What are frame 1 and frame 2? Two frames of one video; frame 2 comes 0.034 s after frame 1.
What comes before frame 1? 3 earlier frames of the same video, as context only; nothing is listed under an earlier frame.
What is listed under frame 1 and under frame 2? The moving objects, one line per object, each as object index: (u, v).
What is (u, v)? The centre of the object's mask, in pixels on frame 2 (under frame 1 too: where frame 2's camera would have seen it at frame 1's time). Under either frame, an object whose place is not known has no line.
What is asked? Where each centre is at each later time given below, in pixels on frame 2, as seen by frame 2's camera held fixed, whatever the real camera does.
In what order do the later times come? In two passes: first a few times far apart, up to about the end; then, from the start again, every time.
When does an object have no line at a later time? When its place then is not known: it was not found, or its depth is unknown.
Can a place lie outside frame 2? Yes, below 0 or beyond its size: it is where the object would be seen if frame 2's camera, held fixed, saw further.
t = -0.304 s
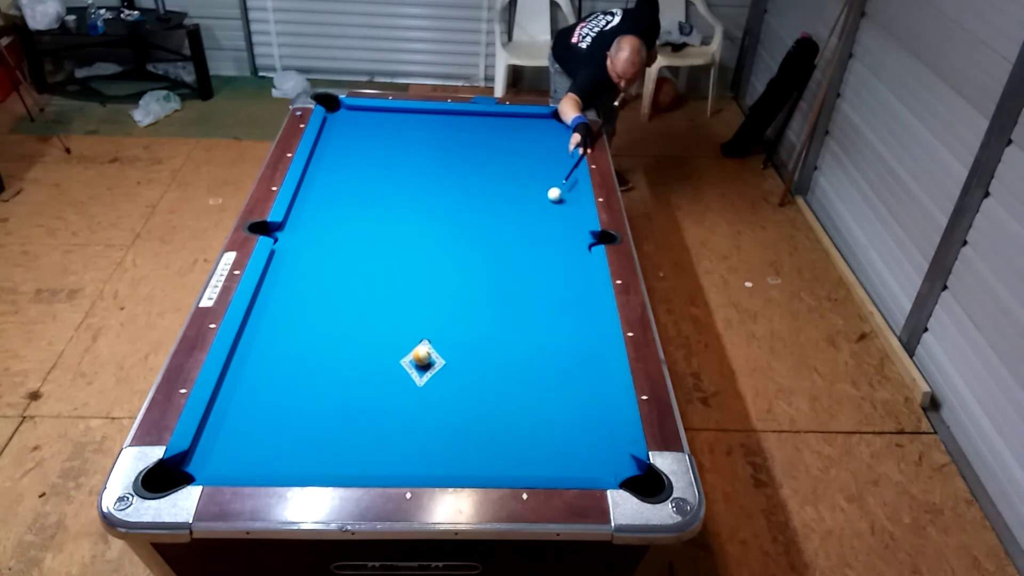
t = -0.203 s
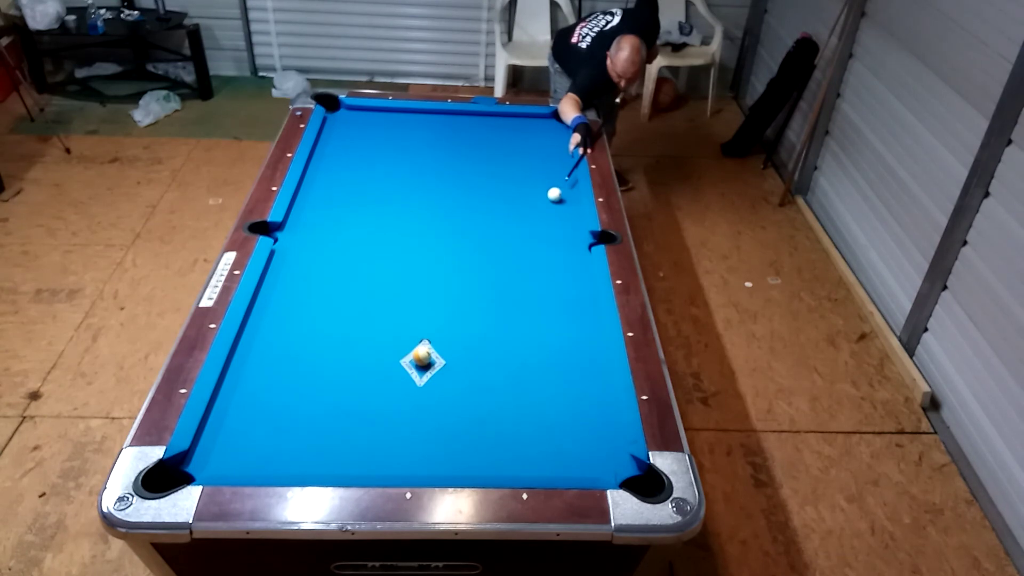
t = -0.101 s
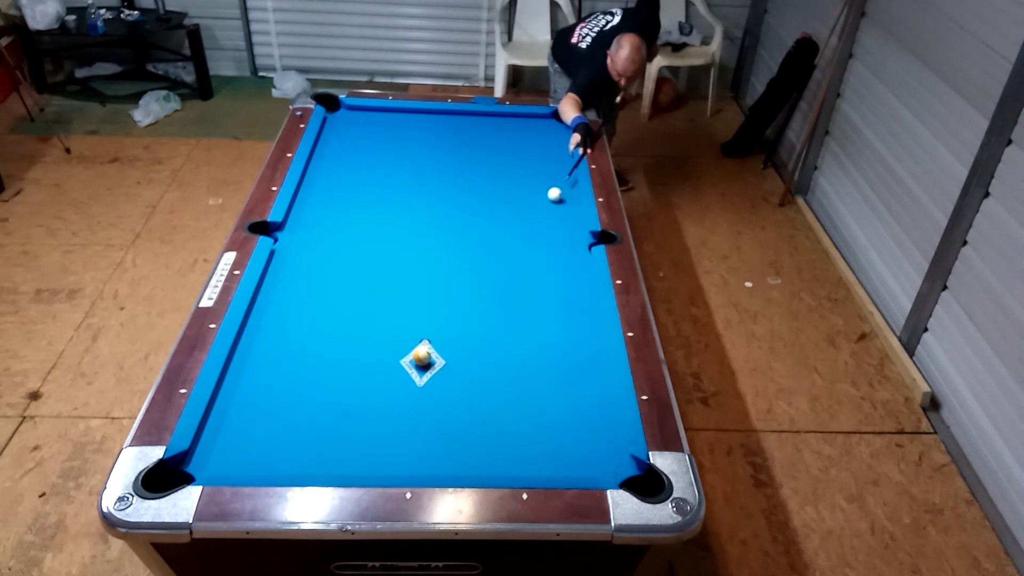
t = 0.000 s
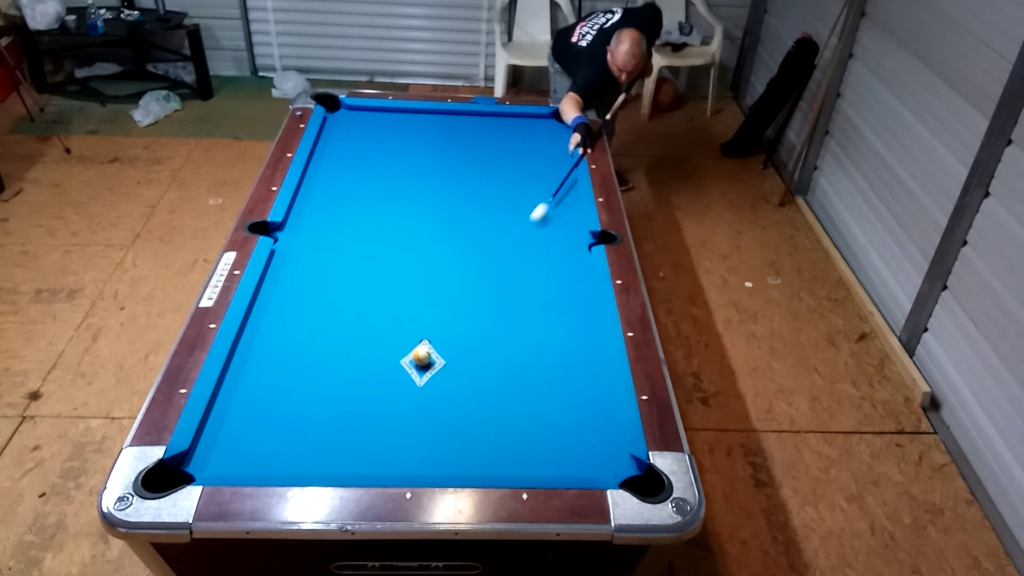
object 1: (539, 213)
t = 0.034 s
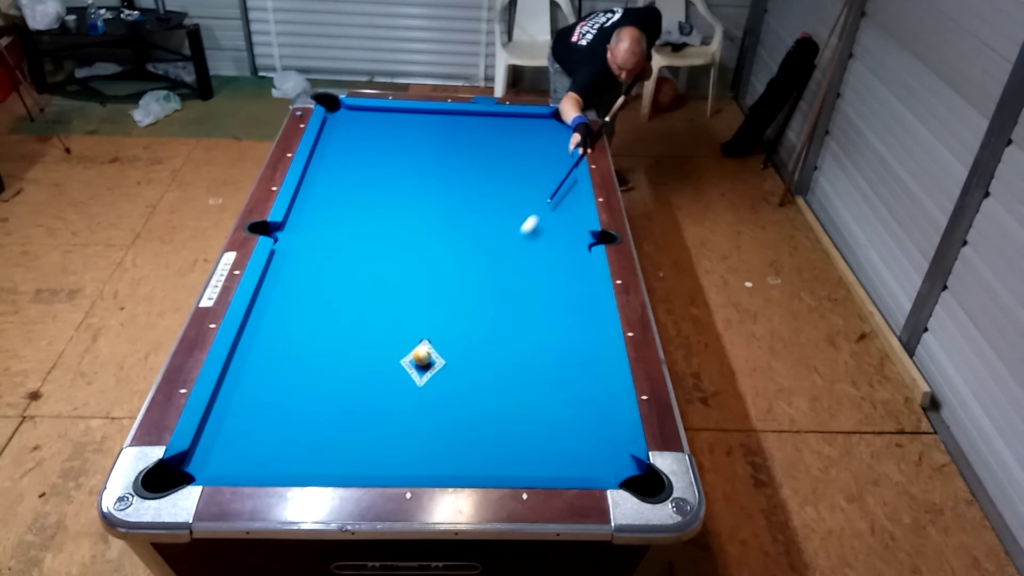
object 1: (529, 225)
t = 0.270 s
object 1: (456, 320)
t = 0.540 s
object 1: (477, 398)
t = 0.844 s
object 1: (516, 452)
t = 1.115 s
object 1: (556, 412)
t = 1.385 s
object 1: (590, 377)
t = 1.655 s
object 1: (590, 349)
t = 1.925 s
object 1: (573, 327)
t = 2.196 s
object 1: (557, 308)
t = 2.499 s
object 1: (541, 288)
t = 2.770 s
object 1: (529, 273)
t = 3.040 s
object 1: (517, 259)
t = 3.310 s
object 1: (506, 246)
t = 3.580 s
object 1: (497, 235)
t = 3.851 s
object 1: (488, 225)
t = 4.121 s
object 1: (481, 216)
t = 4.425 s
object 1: (474, 207)
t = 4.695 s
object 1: (468, 201)
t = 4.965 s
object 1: (463, 194)
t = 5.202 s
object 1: (459, 189)
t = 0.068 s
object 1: (519, 238)
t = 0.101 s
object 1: (509, 250)
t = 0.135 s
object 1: (499, 264)
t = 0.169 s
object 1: (489, 277)
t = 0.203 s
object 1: (478, 291)
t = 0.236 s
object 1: (468, 305)
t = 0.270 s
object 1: (456, 320)
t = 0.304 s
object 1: (444, 336)
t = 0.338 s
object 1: (439, 349)
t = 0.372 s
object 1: (446, 355)
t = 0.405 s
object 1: (454, 363)
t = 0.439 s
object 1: (461, 371)
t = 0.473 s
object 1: (466, 379)
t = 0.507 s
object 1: (472, 388)
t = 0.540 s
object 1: (477, 398)
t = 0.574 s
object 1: (481, 408)
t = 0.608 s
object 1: (485, 419)
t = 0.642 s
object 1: (489, 430)
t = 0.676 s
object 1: (492, 441)
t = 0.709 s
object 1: (496, 454)
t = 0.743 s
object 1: (500, 464)
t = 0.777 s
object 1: (505, 464)
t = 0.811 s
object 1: (511, 457)
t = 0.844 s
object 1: (516, 452)
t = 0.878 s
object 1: (522, 446)
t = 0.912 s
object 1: (527, 441)
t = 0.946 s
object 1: (532, 436)
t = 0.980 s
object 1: (537, 431)
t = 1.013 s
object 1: (542, 426)
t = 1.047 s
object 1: (547, 421)
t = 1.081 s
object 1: (552, 416)
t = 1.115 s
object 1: (556, 412)
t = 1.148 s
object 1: (561, 407)
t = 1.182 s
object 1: (565, 402)
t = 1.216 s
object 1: (569, 398)
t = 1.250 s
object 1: (573, 394)
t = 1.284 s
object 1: (577, 389)
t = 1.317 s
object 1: (581, 385)
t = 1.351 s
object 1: (586, 381)
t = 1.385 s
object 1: (590, 377)
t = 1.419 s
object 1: (593, 372)
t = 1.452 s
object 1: (597, 369)
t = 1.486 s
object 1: (601, 365)
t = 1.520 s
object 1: (600, 361)
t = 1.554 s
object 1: (597, 358)
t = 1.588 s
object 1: (595, 355)
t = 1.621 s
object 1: (592, 352)
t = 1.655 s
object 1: (590, 349)
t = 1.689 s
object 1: (588, 347)
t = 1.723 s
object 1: (586, 344)
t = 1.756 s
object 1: (583, 341)
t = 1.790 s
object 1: (581, 338)
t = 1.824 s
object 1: (579, 335)
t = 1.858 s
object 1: (577, 333)
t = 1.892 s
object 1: (575, 330)
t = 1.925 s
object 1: (573, 327)
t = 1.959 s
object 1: (571, 325)
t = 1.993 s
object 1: (568, 322)
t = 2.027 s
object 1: (567, 320)
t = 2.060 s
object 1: (565, 317)
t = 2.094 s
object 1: (563, 315)
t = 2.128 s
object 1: (561, 312)
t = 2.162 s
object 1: (559, 310)
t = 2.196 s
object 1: (557, 308)
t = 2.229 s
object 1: (555, 306)
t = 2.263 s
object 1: (553, 303)
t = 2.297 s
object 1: (552, 301)
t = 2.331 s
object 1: (550, 299)
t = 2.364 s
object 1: (548, 296)
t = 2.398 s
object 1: (546, 294)
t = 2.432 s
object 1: (544, 292)
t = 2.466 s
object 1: (543, 290)
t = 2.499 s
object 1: (541, 288)
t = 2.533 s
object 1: (540, 286)
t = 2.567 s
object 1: (538, 284)
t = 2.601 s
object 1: (536, 282)
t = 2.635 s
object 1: (535, 280)
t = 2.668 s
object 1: (533, 278)
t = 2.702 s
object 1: (531, 276)
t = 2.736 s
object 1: (530, 275)
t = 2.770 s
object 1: (529, 273)
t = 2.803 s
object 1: (527, 271)
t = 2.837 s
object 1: (525, 269)
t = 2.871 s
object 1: (524, 267)
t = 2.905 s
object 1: (523, 266)
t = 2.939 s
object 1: (521, 264)
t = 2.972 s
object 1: (520, 262)
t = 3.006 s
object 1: (518, 260)
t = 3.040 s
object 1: (517, 259)
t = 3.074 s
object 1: (516, 257)
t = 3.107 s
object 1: (514, 255)
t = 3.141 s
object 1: (513, 254)
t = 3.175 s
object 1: (511, 252)
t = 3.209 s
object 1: (510, 251)
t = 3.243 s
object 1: (509, 249)
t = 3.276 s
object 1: (507, 248)
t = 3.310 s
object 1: (506, 246)
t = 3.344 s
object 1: (505, 245)
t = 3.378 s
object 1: (504, 243)
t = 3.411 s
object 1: (503, 242)
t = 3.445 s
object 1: (502, 241)
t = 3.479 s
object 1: (500, 239)
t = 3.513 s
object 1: (499, 238)
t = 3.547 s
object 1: (498, 236)
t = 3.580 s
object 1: (497, 235)
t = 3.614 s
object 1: (496, 234)
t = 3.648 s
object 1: (495, 232)
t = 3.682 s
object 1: (494, 231)
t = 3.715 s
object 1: (493, 230)
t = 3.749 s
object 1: (492, 229)
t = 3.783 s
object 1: (490, 228)
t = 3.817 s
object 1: (489, 226)
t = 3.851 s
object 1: (488, 225)
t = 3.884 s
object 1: (488, 224)
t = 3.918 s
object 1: (486, 223)
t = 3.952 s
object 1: (486, 222)
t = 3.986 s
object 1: (485, 221)
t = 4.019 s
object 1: (484, 220)
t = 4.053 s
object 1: (483, 219)
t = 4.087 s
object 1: (482, 217)
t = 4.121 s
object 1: (481, 216)
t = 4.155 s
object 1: (480, 215)
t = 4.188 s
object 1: (479, 214)
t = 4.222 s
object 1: (479, 213)
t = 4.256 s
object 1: (478, 212)
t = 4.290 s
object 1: (477, 211)
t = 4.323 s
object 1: (476, 210)
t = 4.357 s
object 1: (475, 209)
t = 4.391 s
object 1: (475, 208)
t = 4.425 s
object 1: (474, 207)
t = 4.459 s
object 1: (473, 207)
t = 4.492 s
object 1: (472, 205)
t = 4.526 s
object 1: (472, 205)
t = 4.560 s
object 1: (471, 204)
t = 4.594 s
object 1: (470, 203)
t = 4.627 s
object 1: (469, 202)
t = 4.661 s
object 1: (469, 201)
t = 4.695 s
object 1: (468, 201)
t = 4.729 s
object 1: (468, 199)
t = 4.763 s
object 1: (467, 199)
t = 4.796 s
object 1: (466, 198)
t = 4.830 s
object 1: (466, 197)
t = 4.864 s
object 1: (465, 196)
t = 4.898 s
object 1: (464, 195)
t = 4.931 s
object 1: (464, 195)
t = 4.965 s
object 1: (463, 194)
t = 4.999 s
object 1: (463, 193)
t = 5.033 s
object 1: (462, 193)
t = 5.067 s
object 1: (461, 192)
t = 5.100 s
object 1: (461, 191)
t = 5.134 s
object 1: (460, 191)
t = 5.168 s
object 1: (460, 190)
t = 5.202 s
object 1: (459, 189)
